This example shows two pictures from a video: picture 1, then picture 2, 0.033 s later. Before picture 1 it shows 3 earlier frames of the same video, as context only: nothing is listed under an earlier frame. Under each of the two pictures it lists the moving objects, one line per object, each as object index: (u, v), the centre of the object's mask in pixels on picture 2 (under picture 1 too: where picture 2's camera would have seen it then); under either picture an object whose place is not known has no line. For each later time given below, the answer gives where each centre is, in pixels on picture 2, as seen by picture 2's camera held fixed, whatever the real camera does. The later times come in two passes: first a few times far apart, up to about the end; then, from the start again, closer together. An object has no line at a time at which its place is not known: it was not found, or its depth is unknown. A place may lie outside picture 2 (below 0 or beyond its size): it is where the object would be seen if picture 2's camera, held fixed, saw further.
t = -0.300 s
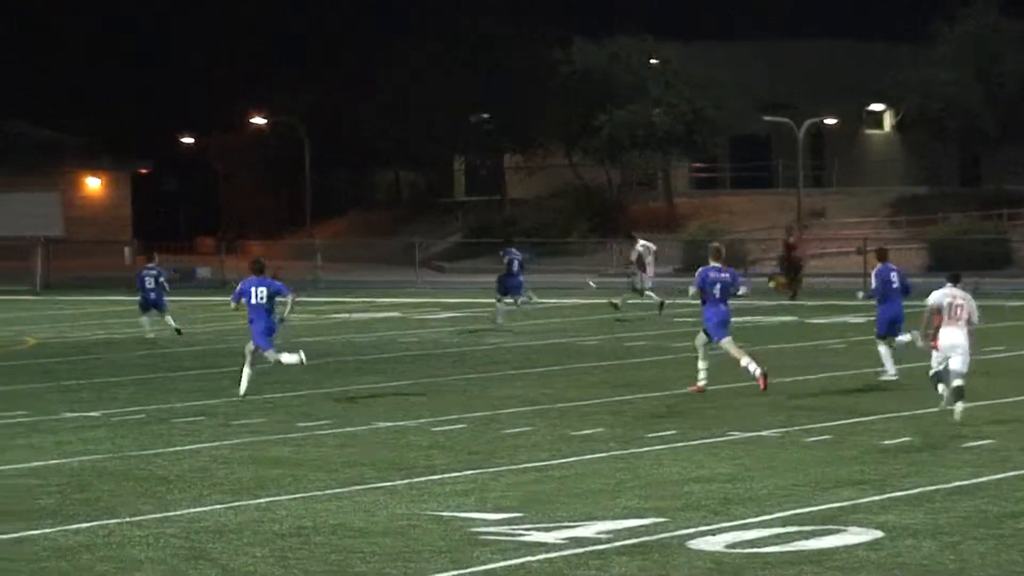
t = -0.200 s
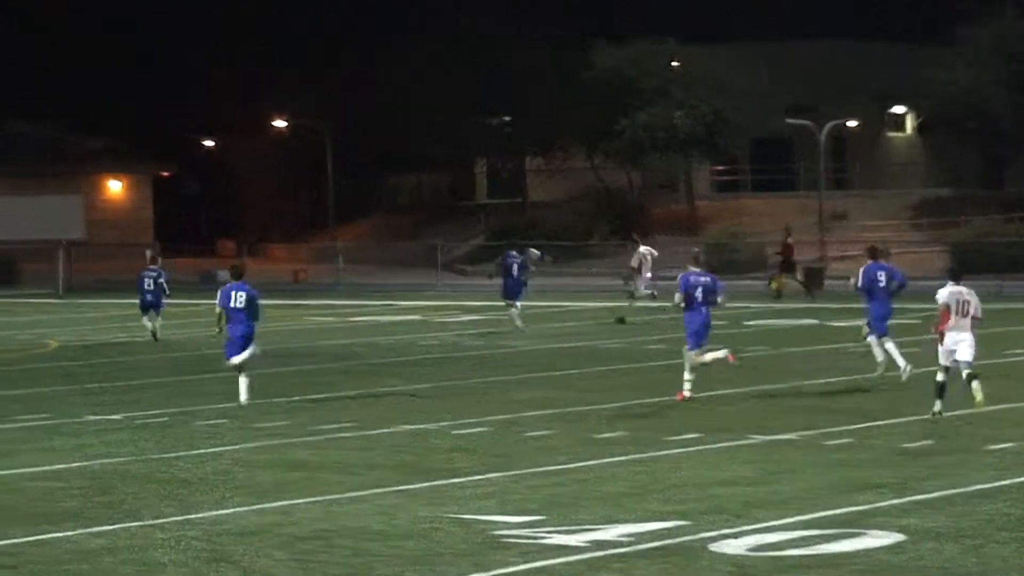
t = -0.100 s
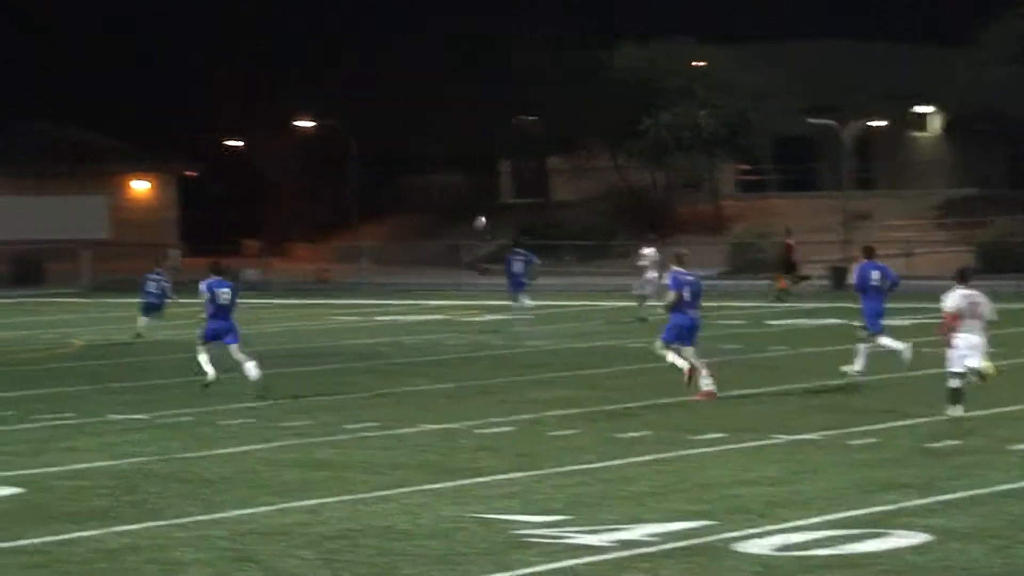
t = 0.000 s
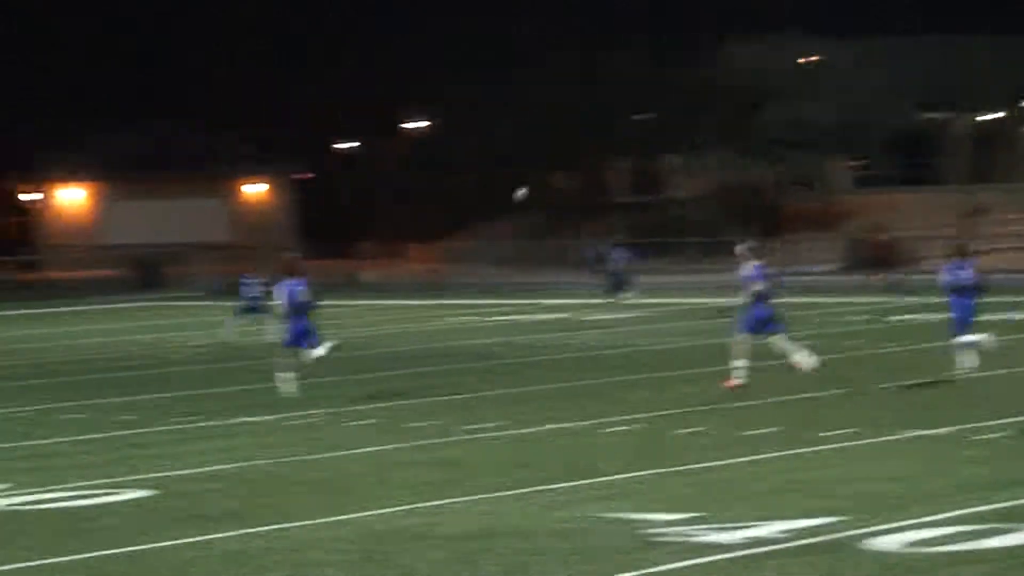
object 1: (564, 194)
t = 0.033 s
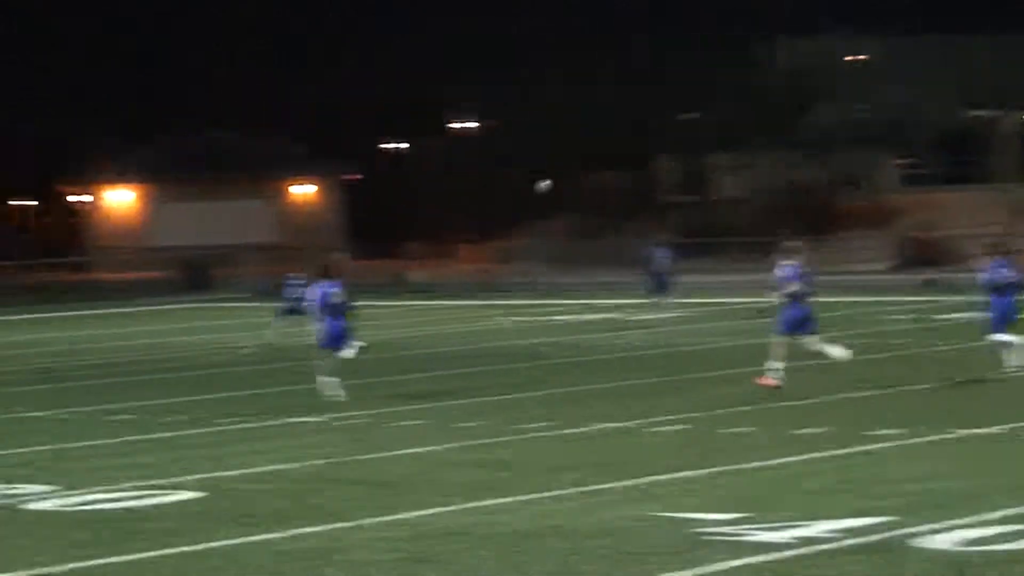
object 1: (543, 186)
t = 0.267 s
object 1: (380, 145)
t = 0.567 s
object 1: (173, 119)
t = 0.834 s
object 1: (-6, 126)
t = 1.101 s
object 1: (-190, 164)
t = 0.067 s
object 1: (520, 179)
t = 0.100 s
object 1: (497, 173)
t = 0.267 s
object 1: (380, 145)
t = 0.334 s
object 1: (332, 136)
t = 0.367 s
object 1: (311, 133)
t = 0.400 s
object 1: (287, 129)
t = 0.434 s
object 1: (264, 126)
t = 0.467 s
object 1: (241, 123)
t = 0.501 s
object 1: (219, 121)
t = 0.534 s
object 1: (196, 120)
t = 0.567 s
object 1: (173, 119)
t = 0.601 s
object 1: (151, 117)
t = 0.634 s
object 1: (129, 117)
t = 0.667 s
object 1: (107, 118)
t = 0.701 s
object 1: (84, 118)
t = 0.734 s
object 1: (63, 119)
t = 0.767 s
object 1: (39, 120)
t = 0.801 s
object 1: (16, 123)
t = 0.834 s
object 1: (-6, 126)
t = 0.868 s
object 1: (-28, 129)
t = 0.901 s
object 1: (-51, 132)
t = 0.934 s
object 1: (-74, 136)
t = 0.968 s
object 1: (-96, 141)
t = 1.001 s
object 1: (-119, 145)
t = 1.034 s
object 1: (-143, 150)
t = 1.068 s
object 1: (-166, 158)
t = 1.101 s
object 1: (-190, 164)
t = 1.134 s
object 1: (-213, 171)
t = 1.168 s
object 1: (-237, 179)
